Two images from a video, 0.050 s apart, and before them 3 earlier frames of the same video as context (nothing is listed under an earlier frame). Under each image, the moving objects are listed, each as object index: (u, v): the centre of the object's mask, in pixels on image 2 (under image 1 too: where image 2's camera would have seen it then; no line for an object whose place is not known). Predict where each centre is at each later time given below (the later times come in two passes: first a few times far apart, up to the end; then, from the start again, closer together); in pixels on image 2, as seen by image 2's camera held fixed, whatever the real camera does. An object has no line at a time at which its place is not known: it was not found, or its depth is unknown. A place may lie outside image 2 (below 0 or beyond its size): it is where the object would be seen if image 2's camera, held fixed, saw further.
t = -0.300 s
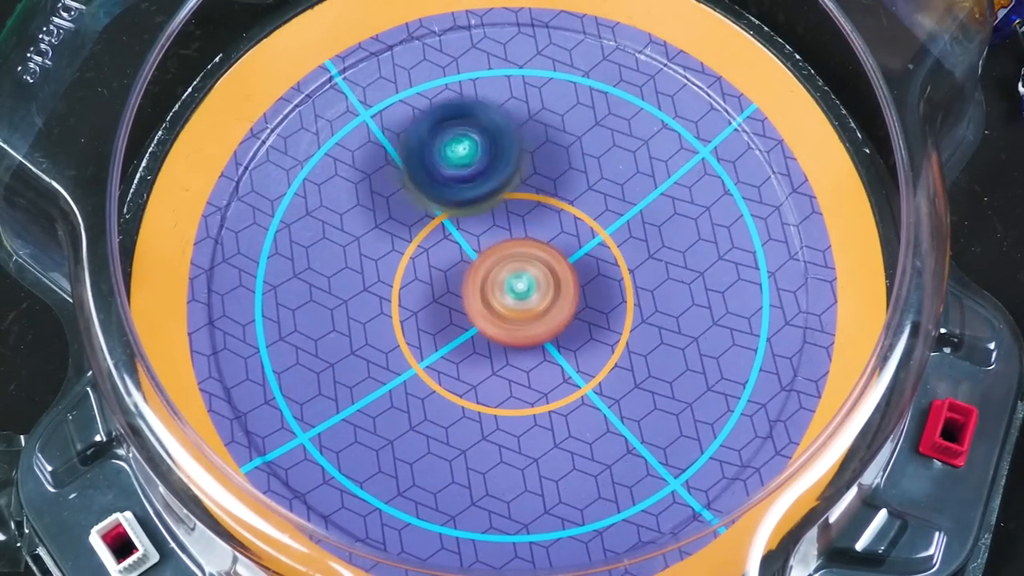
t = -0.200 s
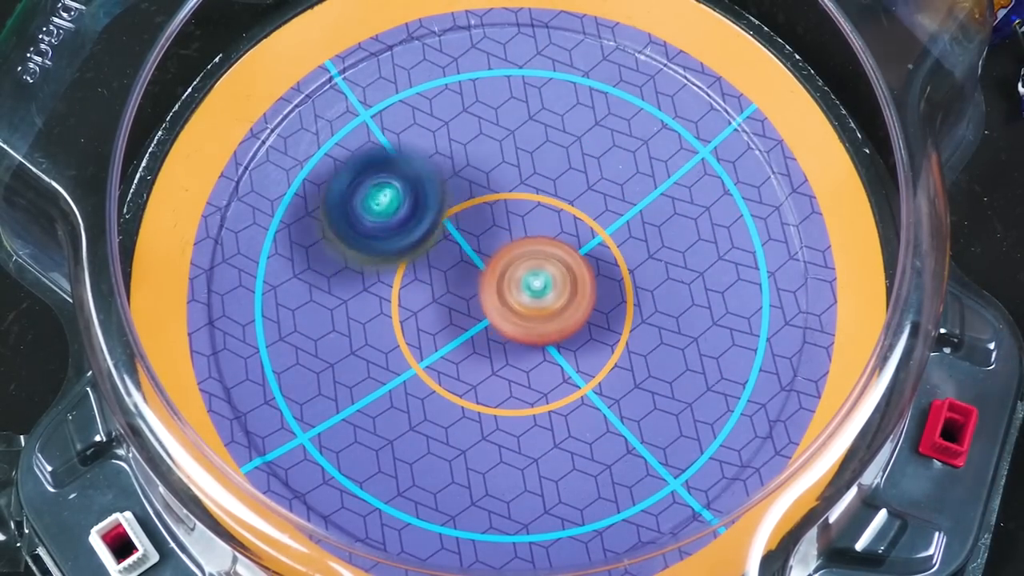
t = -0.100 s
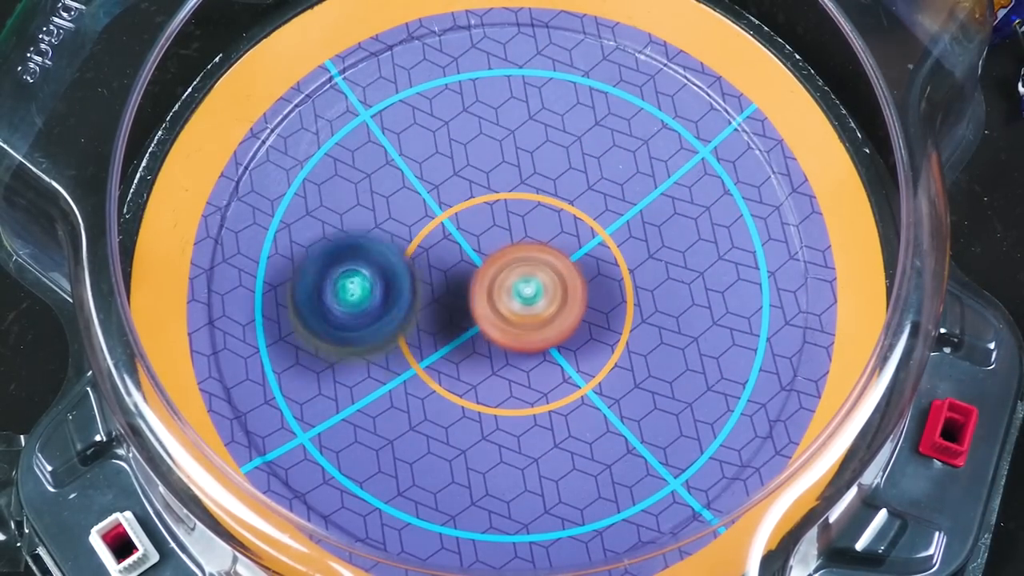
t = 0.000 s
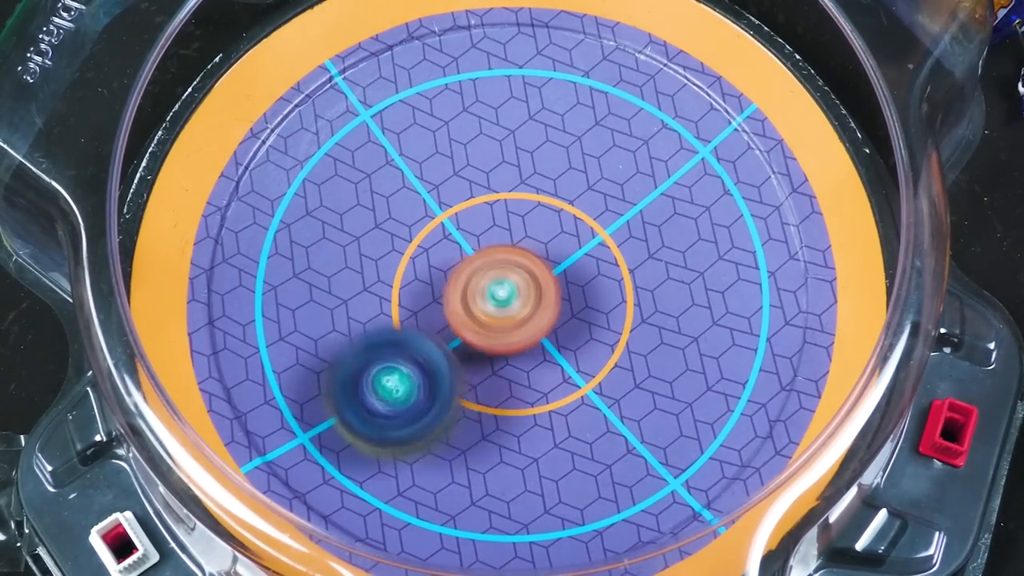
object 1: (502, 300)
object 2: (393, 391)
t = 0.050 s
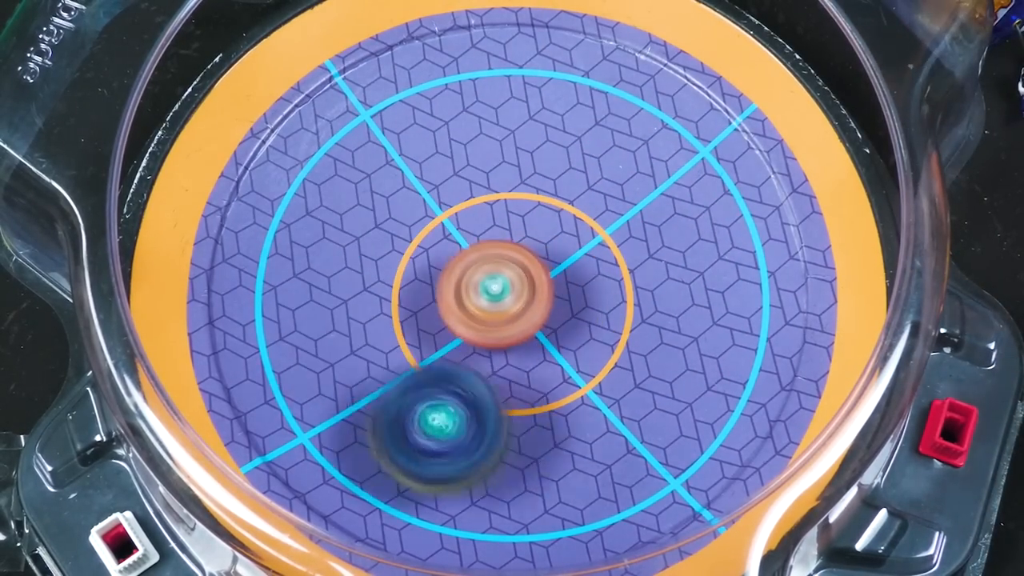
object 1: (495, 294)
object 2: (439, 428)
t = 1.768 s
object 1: (520, 274)
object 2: (331, 64)
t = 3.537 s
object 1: (519, 272)
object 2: (701, 271)
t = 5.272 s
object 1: (512, 268)
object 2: (488, 390)
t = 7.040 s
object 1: (509, 235)
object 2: (451, 338)
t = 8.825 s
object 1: (469, 291)
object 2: (587, 271)
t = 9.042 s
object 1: (460, 266)
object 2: (620, 300)
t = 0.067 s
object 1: (494, 293)
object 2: (457, 437)
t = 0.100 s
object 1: (495, 292)
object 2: (498, 448)
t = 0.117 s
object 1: (497, 292)
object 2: (518, 452)
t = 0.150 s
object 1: (504, 292)
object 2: (563, 452)
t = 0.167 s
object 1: (508, 293)
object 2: (583, 446)
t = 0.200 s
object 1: (514, 297)
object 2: (626, 431)
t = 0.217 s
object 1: (515, 299)
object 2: (645, 419)
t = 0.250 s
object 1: (516, 304)
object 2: (677, 392)
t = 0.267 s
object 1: (515, 306)
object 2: (689, 378)
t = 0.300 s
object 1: (512, 310)
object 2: (715, 341)
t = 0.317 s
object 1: (509, 311)
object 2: (722, 322)
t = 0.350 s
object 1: (504, 312)
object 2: (732, 282)
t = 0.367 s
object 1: (500, 310)
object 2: (733, 260)
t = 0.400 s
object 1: (495, 306)
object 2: (725, 222)
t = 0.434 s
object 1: (492, 299)
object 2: (709, 181)
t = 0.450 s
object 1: (493, 296)
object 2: (698, 162)
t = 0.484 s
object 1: (495, 290)
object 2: (669, 128)
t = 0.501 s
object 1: (497, 287)
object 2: (652, 113)
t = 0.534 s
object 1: (502, 283)
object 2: (613, 86)
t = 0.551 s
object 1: (505, 281)
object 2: (591, 77)
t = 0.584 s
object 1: (512, 279)
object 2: (545, 61)
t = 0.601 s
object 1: (515, 279)
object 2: (523, 57)
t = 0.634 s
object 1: (520, 281)
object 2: (470, 53)
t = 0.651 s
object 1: (520, 282)
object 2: (445, 55)
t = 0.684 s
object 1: (520, 283)
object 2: (396, 64)
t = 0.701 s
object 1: (518, 284)
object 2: (372, 73)
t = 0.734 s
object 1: (514, 286)
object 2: (326, 93)
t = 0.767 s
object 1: (508, 289)
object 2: (288, 124)
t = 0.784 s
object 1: (504, 289)
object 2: (271, 143)
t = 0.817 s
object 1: (498, 285)
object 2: (244, 181)
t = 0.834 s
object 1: (496, 283)
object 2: (235, 203)
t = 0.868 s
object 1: (493, 278)
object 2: (222, 253)
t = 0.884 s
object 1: (492, 276)
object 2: (221, 278)
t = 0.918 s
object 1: (493, 273)
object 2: (227, 329)
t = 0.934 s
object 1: (493, 273)
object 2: (237, 354)
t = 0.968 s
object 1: (493, 273)
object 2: (259, 403)
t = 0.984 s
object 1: (493, 274)
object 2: (278, 427)
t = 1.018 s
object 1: (494, 275)
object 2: (321, 464)
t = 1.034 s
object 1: (496, 276)
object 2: (346, 481)
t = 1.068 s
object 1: (497, 280)
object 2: (404, 504)
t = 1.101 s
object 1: (498, 284)
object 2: (464, 518)
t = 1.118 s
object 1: (498, 286)
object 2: (493, 519)
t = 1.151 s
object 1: (496, 289)
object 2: (555, 516)
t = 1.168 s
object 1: (495, 291)
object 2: (585, 511)
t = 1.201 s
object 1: (492, 294)
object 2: (645, 491)
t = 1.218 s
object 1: (489, 295)
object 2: (674, 477)
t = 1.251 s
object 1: (485, 295)
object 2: (724, 441)
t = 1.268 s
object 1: (482, 295)
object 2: (744, 420)
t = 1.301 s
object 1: (477, 292)
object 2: (778, 373)
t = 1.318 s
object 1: (476, 290)
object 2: (788, 347)
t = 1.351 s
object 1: (471, 285)
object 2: (805, 294)
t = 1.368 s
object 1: (470, 282)
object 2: (809, 267)
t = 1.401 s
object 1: (469, 276)
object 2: (805, 216)
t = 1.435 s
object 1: (469, 269)
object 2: (783, 169)
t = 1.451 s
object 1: (470, 265)
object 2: (770, 149)
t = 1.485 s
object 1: (474, 258)
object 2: (737, 107)
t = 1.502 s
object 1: (477, 255)
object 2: (718, 85)
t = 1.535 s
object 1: (485, 250)
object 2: (676, 52)
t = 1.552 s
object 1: (488, 249)
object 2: (655, 43)
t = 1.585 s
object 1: (497, 247)
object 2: (607, 32)
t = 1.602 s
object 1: (502, 248)
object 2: (582, 29)
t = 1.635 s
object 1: (511, 251)
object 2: (531, 26)
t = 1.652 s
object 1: (515, 253)
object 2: (503, 26)
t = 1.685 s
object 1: (522, 259)
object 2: (449, 30)
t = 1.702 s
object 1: (524, 263)
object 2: (426, 33)
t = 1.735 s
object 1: (523, 269)
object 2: (378, 43)
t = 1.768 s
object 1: (520, 274)
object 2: (331, 64)
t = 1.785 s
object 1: (518, 276)
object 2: (310, 80)
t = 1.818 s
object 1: (511, 280)
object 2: (276, 116)
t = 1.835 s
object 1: (508, 281)
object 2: (261, 138)
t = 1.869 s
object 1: (502, 282)
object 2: (240, 183)
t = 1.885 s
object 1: (498, 283)
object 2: (234, 208)
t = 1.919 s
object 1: (491, 282)
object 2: (230, 259)
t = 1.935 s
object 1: (489, 280)
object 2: (234, 285)
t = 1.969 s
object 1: (487, 278)
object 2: (249, 338)
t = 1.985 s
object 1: (487, 276)
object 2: (261, 361)
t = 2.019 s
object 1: (488, 273)
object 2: (293, 406)
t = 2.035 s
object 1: (488, 272)
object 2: (315, 426)
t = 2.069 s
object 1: (489, 268)
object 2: (362, 459)
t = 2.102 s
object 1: (490, 265)
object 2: (414, 481)
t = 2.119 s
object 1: (492, 263)
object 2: (442, 488)
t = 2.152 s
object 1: (494, 260)
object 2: (498, 494)
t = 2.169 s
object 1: (495, 259)
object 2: (527, 494)
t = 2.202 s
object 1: (498, 257)
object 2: (582, 485)
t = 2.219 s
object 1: (499, 256)
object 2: (609, 478)
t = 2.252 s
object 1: (502, 255)
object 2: (658, 455)
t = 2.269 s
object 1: (504, 255)
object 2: (678, 439)
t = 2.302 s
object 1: (507, 255)
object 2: (716, 408)
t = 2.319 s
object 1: (508, 255)
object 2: (730, 389)
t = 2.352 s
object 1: (511, 256)
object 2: (754, 350)
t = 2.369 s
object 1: (512, 257)
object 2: (764, 330)
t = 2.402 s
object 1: (515, 258)
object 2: (772, 286)
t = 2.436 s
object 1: (516, 260)
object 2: (772, 246)
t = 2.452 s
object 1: (517, 260)
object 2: (769, 224)
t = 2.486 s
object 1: (517, 262)
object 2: (759, 186)
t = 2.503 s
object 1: (517, 262)
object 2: (753, 169)
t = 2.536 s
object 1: (517, 264)
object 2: (731, 132)
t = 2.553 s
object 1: (517, 264)
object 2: (718, 116)
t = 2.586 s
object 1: (516, 265)
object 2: (688, 87)
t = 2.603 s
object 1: (516, 265)
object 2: (672, 75)
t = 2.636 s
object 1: (515, 265)
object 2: (636, 56)
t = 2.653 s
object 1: (514, 265)
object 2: (615, 50)
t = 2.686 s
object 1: (514, 265)
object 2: (574, 43)
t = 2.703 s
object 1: (514, 264)
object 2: (551, 42)
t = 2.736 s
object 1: (513, 263)
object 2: (506, 44)
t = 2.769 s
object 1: (513, 262)
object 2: (462, 50)
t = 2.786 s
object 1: (514, 262)
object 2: (442, 56)
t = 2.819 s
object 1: (514, 262)
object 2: (402, 76)
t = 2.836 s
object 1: (515, 262)
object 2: (381, 90)
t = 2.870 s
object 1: (516, 261)
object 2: (347, 122)
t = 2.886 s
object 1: (516, 261)
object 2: (331, 140)
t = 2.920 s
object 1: (518, 261)
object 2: (306, 179)
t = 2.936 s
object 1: (518, 261)
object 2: (297, 201)
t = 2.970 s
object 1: (519, 262)
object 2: (285, 245)
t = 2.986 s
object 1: (520, 262)
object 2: (282, 270)
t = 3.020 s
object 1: (521, 263)
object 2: (285, 317)
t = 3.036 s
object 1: (521, 263)
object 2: (290, 339)
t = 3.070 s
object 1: (521, 263)
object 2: (309, 382)
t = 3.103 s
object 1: (521, 264)
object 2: (338, 422)
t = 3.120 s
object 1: (521, 264)
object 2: (356, 438)
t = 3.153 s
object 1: (521, 265)
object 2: (394, 467)
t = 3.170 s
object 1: (520, 265)
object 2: (413, 475)
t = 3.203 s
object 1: (520, 265)
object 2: (459, 490)
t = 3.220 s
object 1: (520, 266)
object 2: (482, 494)
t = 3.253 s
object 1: (520, 266)
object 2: (528, 496)
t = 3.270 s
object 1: (520, 267)
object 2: (550, 492)
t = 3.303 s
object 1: (520, 267)
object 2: (592, 480)
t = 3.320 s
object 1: (519, 268)
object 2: (612, 471)
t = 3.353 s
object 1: (519, 268)
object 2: (642, 449)
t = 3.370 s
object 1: (519, 269)
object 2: (656, 435)
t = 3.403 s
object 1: (519, 270)
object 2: (680, 407)
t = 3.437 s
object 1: (519, 271)
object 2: (696, 374)
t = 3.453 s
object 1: (519, 271)
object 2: (700, 358)
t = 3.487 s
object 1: (519, 272)
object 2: (706, 322)
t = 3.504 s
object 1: (519, 272)
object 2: (706, 306)
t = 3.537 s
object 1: (519, 272)
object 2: (701, 271)
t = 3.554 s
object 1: (519, 273)
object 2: (697, 254)
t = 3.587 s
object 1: (519, 273)
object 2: (681, 221)
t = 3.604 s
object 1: (519, 273)
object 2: (671, 204)
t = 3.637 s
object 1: (519, 274)
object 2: (647, 176)
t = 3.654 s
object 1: (518, 274)
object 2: (634, 165)
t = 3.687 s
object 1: (518, 275)
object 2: (602, 144)
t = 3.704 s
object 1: (518, 275)
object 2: (586, 136)
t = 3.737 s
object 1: (518, 275)
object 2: (548, 124)
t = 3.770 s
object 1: (518, 276)
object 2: (512, 119)
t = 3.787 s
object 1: (518, 276)
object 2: (492, 119)
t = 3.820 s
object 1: (518, 276)
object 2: (455, 123)
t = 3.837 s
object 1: (518, 276)
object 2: (436, 128)
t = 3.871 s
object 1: (518, 277)
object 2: (401, 144)
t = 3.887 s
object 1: (518, 277)
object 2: (385, 154)
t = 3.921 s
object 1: (518, 278)
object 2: (357, 176)
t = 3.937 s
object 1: (518, 278)
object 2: (343, 191)
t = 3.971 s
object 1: (517, 279)
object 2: (323, 218)
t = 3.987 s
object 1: (517, 280)
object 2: (315, 234)
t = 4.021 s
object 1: (516, 280)
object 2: (306, 268)
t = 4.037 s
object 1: (515, 280)
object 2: (305, 284)
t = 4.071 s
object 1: (514, 281)
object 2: (307, 319)
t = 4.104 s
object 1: (513, 281)
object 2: (318, 353)
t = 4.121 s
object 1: (512, 281)
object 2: (328, 369)
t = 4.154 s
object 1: (511, 281)
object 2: (354, 396)
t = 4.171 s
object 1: (511, 281)
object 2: (368, 411)
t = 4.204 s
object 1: (510, 281)
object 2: (401, 432)
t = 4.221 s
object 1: (510, 281)
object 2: (420, 439)
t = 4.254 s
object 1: (509, 280)
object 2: (462, 447)
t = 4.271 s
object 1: (509, 280)
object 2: (482, 447)
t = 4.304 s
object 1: (509, 280)
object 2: (522, 442)
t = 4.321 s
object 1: (509, 280)
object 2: (543, 437)
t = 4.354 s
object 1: (508, 280)
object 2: (582, 420)
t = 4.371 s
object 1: (508, 280)
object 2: (598, 410)
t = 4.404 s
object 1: (508, 280)
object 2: (627, 383)
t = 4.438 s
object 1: (507, 280)
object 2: (650, 353)
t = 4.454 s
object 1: (507, 280)
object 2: (658, 336)
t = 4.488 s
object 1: (507, 280)
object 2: (671, 303)
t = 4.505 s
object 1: (507, 279)
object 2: (675, 285)
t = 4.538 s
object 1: (507, 279)
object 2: (675, 250)
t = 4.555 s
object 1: (507, 279)
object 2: (672, 234)
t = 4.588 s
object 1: (506, 279)
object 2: (662, 202)
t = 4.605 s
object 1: (506, 279)
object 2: (655, 188)
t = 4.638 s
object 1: (505, 279)
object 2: (634, 160)
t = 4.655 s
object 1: (505, 279)
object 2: (622, 147)
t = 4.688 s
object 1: (504, 279)
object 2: (598, 127)
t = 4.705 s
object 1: (504, 279)
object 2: (585, 118)
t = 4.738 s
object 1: (504, 279)
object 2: (553, 105)
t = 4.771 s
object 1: (503, 278)
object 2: (520, 97)
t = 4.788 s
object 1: (503, 278)
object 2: (503, 97)
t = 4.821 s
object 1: (503, 278)
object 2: (470, 100)
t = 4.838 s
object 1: (503, 278)
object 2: (456, 103)
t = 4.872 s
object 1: (503, 278)
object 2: (423, 117)
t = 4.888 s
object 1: (503, 278)
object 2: (409, 127)
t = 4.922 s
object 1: (502, 278)
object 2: (387, 148)
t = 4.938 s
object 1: (502, 278)
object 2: (375, 161)
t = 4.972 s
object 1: (502, 278)
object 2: (359, 190)
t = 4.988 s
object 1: (502, 277)
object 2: (354, 206)
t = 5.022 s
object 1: (501, 277)
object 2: (348, 234)
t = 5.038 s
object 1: (501, 277)
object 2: (349, 250)
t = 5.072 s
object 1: (500, 277)
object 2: (359, 281)
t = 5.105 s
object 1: (500, 276)
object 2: (372, 308)
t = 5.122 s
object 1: (500, 276)
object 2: (380, 321)
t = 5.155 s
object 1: (501, 274)
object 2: (403, 344)
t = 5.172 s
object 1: (503, 273)
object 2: (414, 355)
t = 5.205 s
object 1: (507, 271)
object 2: (435, 373)
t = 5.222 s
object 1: (508, 270)
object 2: (448, 380)
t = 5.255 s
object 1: (511, 268)
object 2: (475, 388)
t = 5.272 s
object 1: (512, 268)
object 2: (488, 390)
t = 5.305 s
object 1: (514, 268)
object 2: (518, 389)
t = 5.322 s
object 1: (514, 267)
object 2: (531, 385)
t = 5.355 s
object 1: (515, 267)
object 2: (556, 376)
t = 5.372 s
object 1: (515, 267)
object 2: (567, 370)
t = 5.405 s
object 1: (514, 264)
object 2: (586, 357)
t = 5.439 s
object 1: (514, 259)
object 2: (604, 346)
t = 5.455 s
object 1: (514, 257)
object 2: (612, 340)
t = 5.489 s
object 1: (514, 255)
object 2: (623, 328)
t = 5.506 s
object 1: (514, 254)
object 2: (627, 320)
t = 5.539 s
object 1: (514, 254)
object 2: (630, 306)
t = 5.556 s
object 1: (514, 253)
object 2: (630, 298)
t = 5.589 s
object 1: (512, 251)
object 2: (630, 286)
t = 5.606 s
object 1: (506, 244)
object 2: (636, 285)
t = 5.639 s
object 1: (495, 229)
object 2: (645, 282)
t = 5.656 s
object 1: (492, 222)
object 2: (648, 279)
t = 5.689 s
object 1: (486, 212)
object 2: (650, 271)
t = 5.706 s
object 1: (484, 208)
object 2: (650, 267)
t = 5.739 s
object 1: (481, 203)
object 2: (648, 257)
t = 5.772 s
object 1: (480, 202)
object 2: (638, 248)
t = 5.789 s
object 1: (481, 203)
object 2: (632, 244)
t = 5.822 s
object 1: (482, 206)
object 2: (616, 239)
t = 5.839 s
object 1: (483, 209)
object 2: (607, 237)
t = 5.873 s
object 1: (478, 211)
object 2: (598, 242)
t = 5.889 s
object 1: (470, 207)
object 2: (599, 248)
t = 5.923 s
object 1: (457, 201)
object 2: (601, 262)
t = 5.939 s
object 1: (454, 200)
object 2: (601, 267)
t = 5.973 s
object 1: (449, 198)
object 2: (601, 280)
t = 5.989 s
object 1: (448, 198)
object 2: (600, 284)
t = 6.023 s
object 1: (444, 197)
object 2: (600, 294)
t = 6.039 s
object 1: (443, 197)
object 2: (600, 298)
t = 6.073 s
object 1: (441, 197)
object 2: (599, 307)
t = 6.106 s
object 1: (438, 197)
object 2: (597, 314)
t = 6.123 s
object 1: (438, 197)
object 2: (597, 316)
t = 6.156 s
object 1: (437, 197)
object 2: (594, 322)
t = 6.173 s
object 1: (436, 197)
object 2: (593, 325)
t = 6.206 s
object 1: (436, 198)
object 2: (591, 329)
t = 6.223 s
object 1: (436, 198)
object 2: (590, 331)
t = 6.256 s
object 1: (437, 199)
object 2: (586, 335)
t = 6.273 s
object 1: (437, 199)
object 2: (584, 336)
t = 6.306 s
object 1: (438, 200)
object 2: (580, 340)
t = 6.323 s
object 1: (439, 201)
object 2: (578, 341)
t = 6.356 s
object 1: (440, 203)
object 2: (572, 344)
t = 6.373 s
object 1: (441, 203)
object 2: (570, 344)
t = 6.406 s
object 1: (443, 205)
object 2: (563, 346)
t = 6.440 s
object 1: (446, 207)
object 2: (556, 346)
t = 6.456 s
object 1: (447, 208)
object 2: (551, 345)
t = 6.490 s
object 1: (450, 211)
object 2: (544, 344)
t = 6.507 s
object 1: (451, 212)
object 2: (539, 343)
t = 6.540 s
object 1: (454, 214)
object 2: (530, 342)
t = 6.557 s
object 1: (455, 216)
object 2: (525, 340)
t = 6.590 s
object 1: (459, 218)
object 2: (515, 338)
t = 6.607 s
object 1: (460, 219)
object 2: (510, 337)
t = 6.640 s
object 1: (464, 222)
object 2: (500, 334)
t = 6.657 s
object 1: (465, 223)
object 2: (494, 333)
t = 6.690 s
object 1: (469, 218)
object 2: (484, 338)
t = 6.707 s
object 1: (473, 215)
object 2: (479, 341)
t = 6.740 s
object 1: (480, 211)
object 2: (471, 347)
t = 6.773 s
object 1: (485, 210)
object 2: (466, 350)
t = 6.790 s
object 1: (488, 210)
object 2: (462, 351)
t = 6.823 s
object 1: (493, 212)
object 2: (460, 352)
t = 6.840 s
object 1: (496, 213)
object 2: (459, 353)
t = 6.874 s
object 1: (499, 216)
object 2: (456, 353)
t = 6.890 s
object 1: (501, 218)
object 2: (456, 353)
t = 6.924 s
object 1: (504, 221)
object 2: (454, 352)
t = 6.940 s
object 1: (505, 223)
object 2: (454, 351)
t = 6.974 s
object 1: (506, 227)
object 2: (453, 348)
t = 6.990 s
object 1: (507, 229)
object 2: (453, 345)
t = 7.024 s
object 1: (508, 233)
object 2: (453, 340)
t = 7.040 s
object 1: (509, 235)
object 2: (451, 338)
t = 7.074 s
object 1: (511, 237)
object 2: (451, 331)
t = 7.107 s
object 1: (515, 236)
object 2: (445, 327)
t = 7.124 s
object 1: (517, 236)
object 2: (443, 326)
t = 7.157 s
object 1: (521, 239)
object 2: (439, 322)
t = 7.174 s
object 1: (522, 240)
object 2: (438, 320)
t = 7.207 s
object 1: (525, 243)
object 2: (434, 316)
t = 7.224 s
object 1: (527, 244)
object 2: (432, 315)
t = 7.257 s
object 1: (531, 246)
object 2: (429, 311)
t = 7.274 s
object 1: (532, 248)
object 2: (427, 308)
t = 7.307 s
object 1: (534, 251)
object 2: (426, 304)
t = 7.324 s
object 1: (535, 252)
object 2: (425, 302)
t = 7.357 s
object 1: (538, 256)
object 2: (424, 296)
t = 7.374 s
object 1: (540, 258)
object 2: (423, 294)
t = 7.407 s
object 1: (541, 261)
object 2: (423, 289)
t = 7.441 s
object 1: (543, 264)
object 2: (422, 284)
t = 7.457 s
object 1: (544, 266)
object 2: (422, 281)
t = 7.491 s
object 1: (546, 269)
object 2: (421, 275)
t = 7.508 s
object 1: (546, 271)
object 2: (421, 272)
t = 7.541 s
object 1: (547, 274)
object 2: (423, 266)
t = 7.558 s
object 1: (548, 275)
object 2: (422, 263)
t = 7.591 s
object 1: (548, 279)
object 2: (424, 257)
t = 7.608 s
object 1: (548, 281)
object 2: (425, 254)
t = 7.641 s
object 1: (548, 284)
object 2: (428, 248)
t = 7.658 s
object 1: (548, 286)
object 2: (431, 245)
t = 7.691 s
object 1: (549, 289)
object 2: (434, 239)
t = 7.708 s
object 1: (548, 291)
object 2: (435, 236)
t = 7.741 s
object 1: (548, 294)
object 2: (439, 231)
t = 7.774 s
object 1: (547, 297)
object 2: (445, 226)
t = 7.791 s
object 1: (546, 299)
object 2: (447, 223)
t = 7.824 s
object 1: (545, 302)
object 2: (451, 218)
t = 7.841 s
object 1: (544, 304)
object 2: (455, 215)
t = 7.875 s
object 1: (543, 307)
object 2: (461, 212)
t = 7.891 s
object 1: (542, 308)
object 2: (465, 209)
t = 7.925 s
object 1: (540, 311)
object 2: (471, 205)
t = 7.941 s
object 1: (539, 312)
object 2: (474, 204)
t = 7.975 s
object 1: (537, 314)
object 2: (481, 201)
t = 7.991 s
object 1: (536, 315)
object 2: (485, 201)
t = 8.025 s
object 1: (534, 316)
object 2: (492, 198)
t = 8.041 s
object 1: (533, 317)
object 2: (496, 197)
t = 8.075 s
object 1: (530, 318)
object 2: (504, 197)
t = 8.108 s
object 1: (527, 319)
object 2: (511, 196)
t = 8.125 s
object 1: (525, 319)
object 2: (514, 195)
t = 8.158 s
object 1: (522, 320)
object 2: (522, 194)
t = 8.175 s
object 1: (521, 320)
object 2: (525, 194)
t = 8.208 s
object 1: (518, 320)
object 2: (532, 194)
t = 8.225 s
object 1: (516, 320)
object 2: (536, 195)
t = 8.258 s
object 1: (513, 320)
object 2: (542, 196)
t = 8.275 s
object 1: (511, 320)
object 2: (544, 196)
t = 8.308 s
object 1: (507, 319)
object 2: (549, 197)
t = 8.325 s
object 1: (506, 318)
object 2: (550, 199)
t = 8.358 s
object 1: (503, 317)
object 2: (554, 202)
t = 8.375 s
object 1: (501, 316)
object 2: (556, 204)
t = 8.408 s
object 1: (498, 315)
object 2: (558, 207)
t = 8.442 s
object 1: (494, 313)
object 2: (560, 211)
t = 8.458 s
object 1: (491, 312)
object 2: (561, 212)
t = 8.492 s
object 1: (487, 311)
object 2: (565, 215)
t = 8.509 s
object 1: (485, 310)
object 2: (565, 218)
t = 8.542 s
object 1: (479, 308)
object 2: (568, 221)
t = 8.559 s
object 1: (475, 308)
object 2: (570, 222)
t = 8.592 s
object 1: (469, 307)
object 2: (575, 225)
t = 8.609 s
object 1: (467, 306)
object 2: (579, 227)
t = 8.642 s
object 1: (464, 304)
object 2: (582, 232)
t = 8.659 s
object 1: (463, 303)
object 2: (582, 235)
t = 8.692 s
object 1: (463, 301)
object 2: (584, 241)
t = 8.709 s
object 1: (464, 300)
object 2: (585, 246)
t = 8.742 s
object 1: (465, 298)
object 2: (585, 253)
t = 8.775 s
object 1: (467, 295)
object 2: (584, 261)
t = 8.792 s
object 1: (467, 294)
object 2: (586, 264)
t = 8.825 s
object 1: (469, 291)
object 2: (587, 271)
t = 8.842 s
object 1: (468, 289)
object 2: (587, 275)
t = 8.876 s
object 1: (463, 287)
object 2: (595, 283)
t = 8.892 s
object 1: (461, 285)
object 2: (600, 286)
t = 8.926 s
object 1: (460, 280)
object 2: (607, 291)
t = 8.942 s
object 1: (459, 278)
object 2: (609, 292)
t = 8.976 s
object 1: (459, 273)
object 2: (614, 296)
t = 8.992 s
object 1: (459, 271)
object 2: (617, 298)
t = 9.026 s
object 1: (460, 267)
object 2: (619, 300)
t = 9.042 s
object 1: (460, 266)
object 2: (620, 300)
